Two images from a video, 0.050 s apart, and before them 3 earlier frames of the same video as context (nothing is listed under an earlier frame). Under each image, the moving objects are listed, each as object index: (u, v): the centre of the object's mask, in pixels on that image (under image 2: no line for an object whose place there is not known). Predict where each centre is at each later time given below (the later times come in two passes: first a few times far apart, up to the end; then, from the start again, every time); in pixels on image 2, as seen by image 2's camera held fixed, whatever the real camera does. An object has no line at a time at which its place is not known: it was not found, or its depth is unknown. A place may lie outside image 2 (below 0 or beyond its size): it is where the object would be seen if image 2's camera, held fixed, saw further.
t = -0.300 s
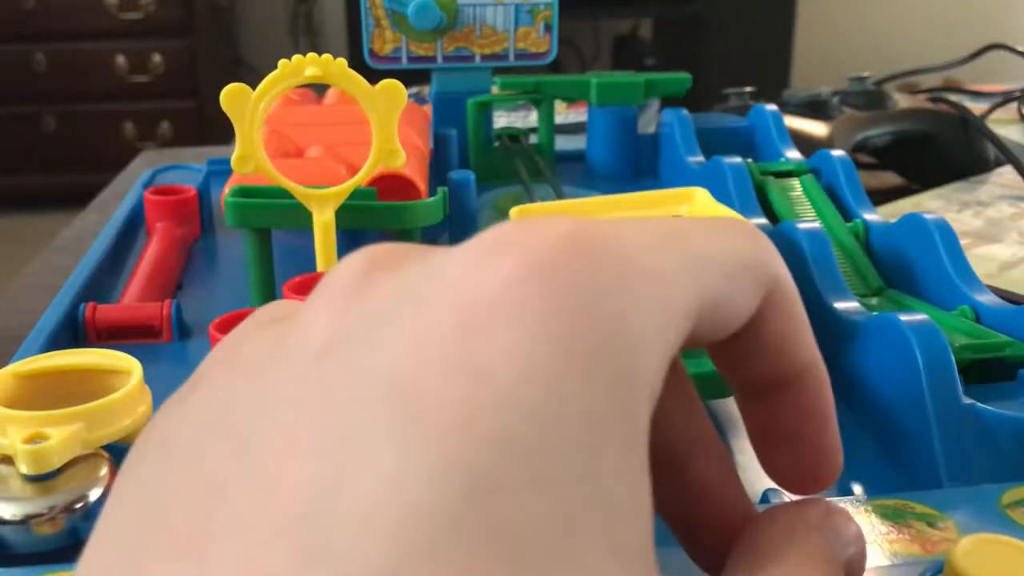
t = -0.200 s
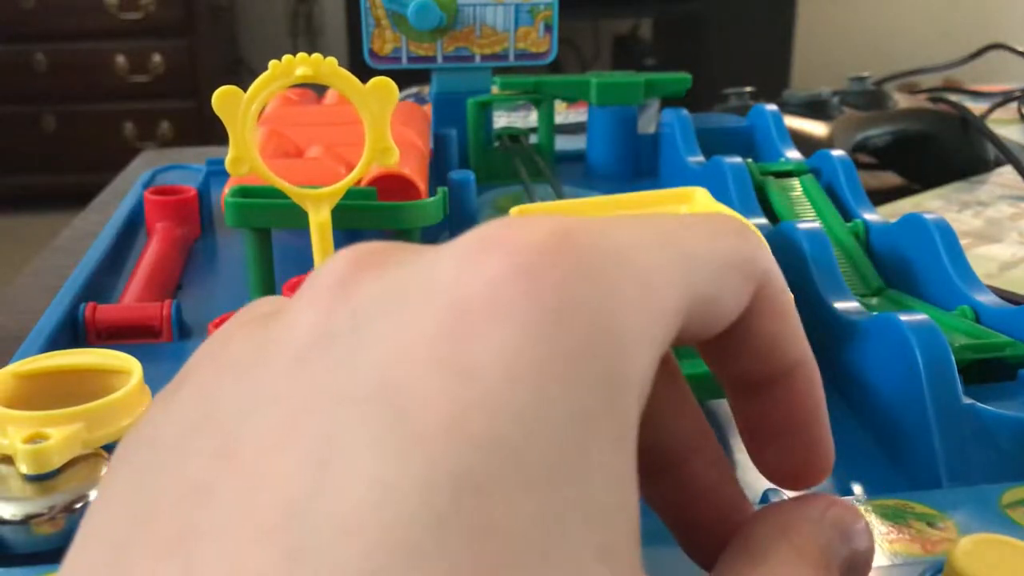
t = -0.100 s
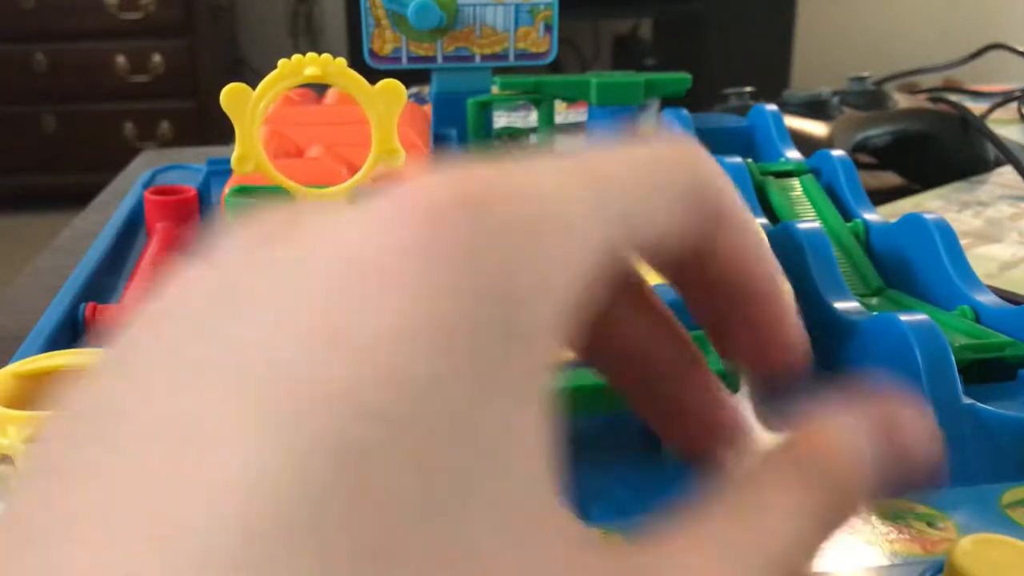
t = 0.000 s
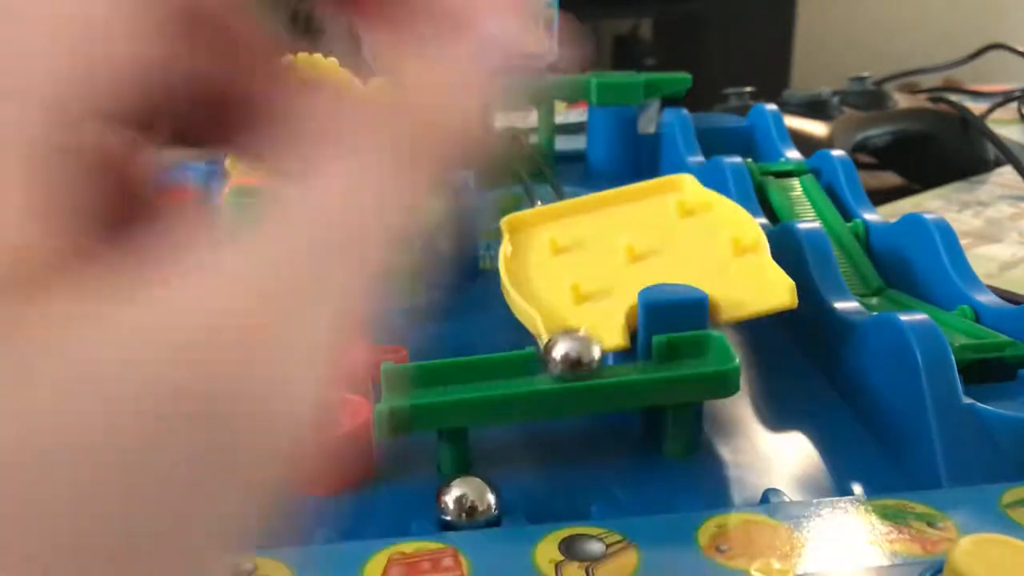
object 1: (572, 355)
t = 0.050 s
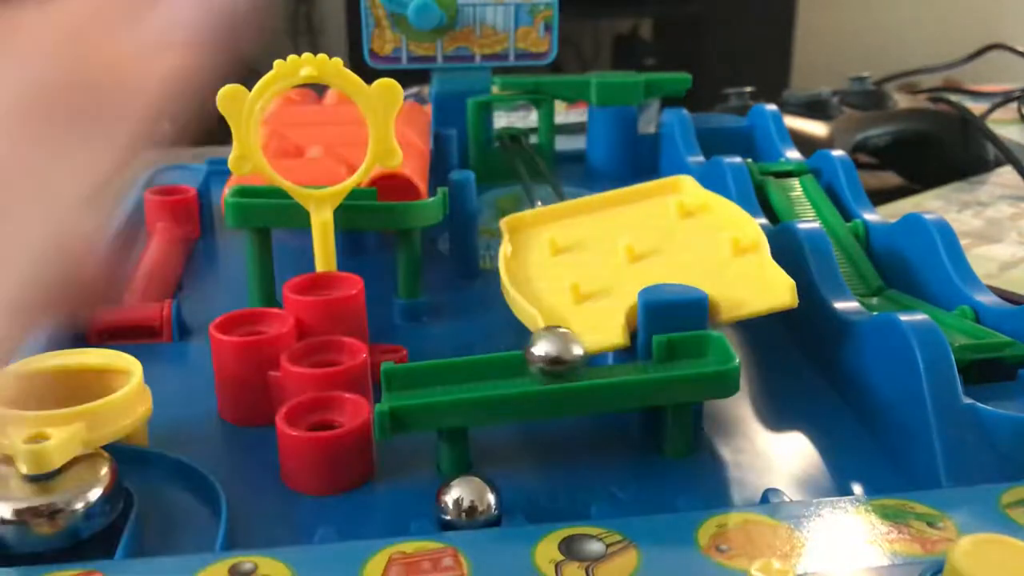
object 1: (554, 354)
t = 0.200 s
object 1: (506, 362)
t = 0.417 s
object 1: (352, 383)
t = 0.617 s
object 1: (322, 399)
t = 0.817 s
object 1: (322, 399)
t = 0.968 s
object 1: (322, 399)
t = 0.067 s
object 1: (548, 355)
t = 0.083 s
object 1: (546, 357)
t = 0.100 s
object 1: (542, 360)
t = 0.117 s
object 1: (538, 362)
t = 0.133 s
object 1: (533, 361)
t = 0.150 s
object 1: (527, 362)
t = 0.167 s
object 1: (520, 361)
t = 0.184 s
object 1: (514, 361)
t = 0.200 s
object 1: (506, 362)
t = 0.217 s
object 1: (499, 363)
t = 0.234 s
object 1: (489, 364)
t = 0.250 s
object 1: (479, 365)
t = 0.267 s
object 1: (468, 366)
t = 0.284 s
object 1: (458, 367)
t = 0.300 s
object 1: (446, 368)
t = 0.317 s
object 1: (433, 370)
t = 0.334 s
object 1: (421, 371)
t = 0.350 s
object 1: (408, 373)
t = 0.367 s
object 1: (395, 374)
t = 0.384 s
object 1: (381, 376)
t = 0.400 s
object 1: (366, 380)
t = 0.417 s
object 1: (352, 383)
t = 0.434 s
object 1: (336, 394)
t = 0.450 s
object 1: (318, 402)
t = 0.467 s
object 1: (310, 389)
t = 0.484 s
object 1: (312, 384)
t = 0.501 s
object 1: (316, 389)
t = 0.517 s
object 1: (322, 402)
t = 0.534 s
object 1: (318, 403)
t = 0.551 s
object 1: (314, 403)
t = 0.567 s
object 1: (314, 403)
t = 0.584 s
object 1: (317, 398)
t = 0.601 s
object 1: (322, 399)
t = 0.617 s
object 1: (322, 399)
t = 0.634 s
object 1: (322, 399)
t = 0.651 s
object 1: (322, 399)
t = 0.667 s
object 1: (322, 400)
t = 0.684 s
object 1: (322, 400)
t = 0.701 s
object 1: (322, 400)
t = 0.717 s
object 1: (322, 399)
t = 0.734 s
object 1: (322, 400)
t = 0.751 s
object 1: (322, 400)
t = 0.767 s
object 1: (322, 400)
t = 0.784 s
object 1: (322, 399)
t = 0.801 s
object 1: (322, 400)
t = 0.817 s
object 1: (322, 399)
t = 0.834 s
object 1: (322, 399)
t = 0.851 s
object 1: (322, 399)
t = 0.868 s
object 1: (322, 400)
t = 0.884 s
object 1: (322, 399)
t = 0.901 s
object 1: (322, 399)
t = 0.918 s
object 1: (322, 400)
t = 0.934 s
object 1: (322, 399)
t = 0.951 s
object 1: (322, 399)
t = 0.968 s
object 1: (322, 399)
